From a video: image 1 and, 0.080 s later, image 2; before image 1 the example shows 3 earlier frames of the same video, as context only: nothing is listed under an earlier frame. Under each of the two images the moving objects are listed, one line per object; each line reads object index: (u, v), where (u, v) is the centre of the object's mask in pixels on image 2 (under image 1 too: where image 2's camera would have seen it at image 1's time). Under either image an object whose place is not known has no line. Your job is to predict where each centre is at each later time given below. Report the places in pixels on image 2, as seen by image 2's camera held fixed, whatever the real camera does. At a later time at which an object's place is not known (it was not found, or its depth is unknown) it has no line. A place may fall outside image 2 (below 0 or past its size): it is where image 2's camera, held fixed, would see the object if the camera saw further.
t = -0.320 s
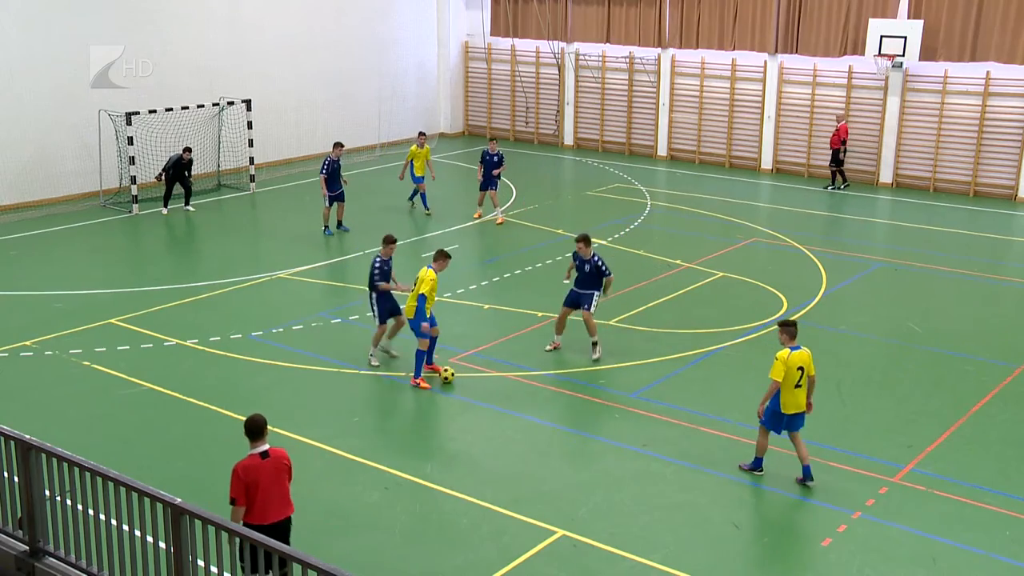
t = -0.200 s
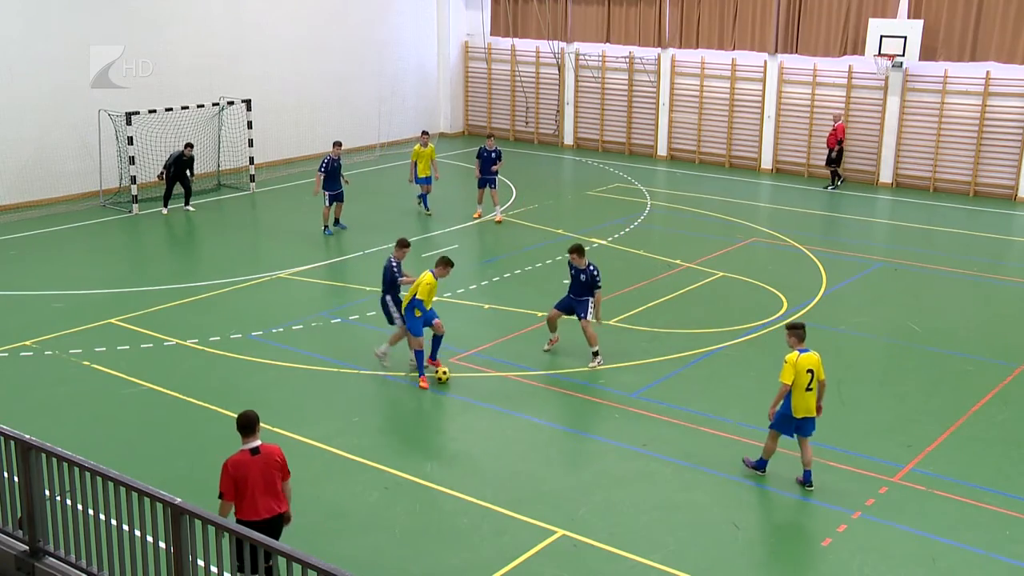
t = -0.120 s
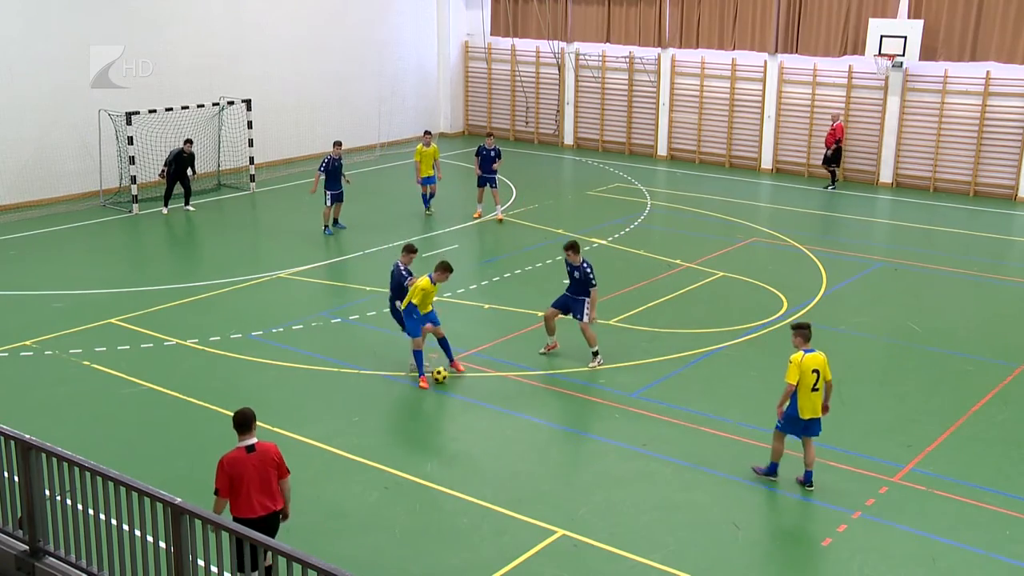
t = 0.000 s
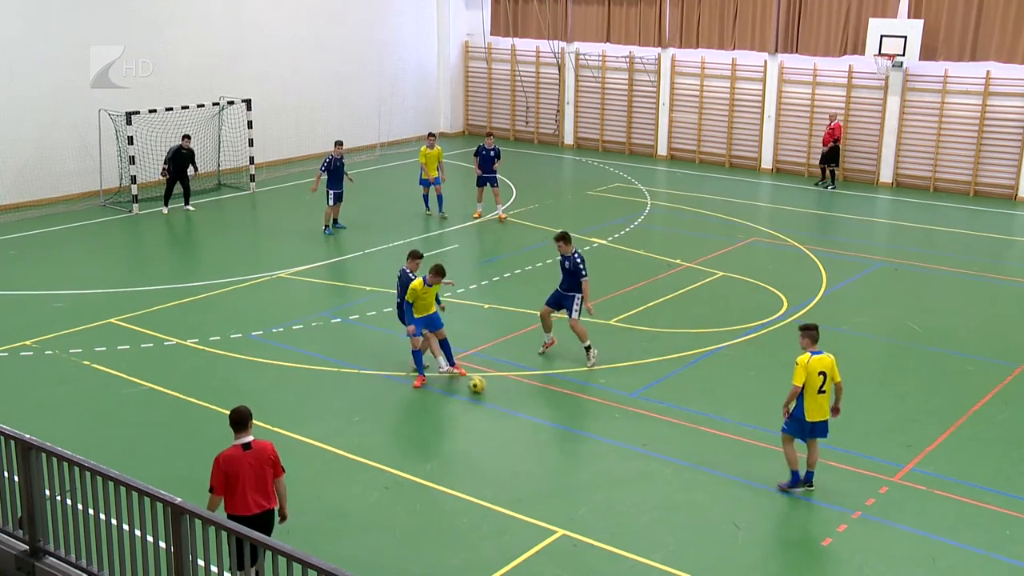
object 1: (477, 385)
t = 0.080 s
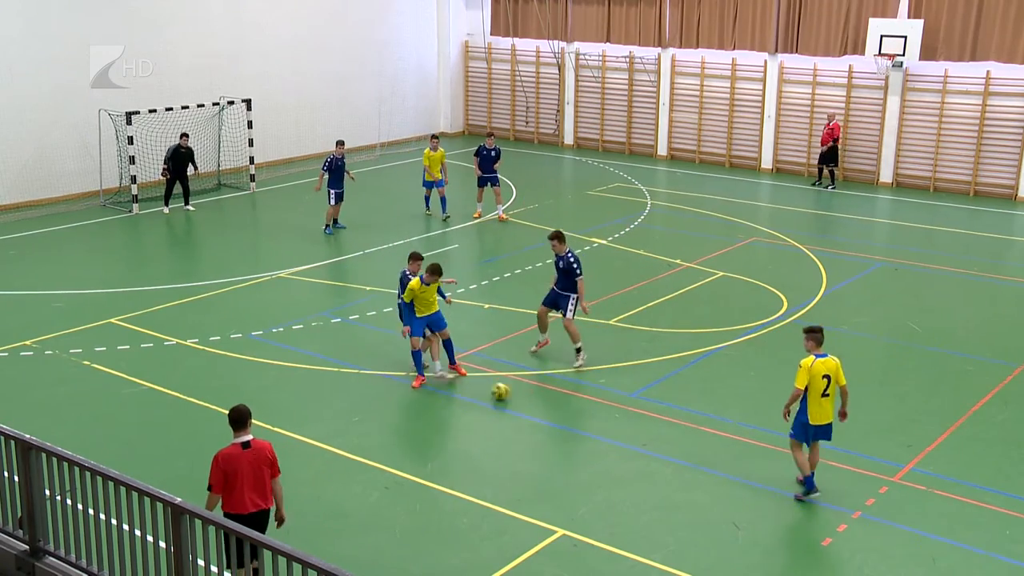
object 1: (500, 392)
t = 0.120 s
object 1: (511, 395)
